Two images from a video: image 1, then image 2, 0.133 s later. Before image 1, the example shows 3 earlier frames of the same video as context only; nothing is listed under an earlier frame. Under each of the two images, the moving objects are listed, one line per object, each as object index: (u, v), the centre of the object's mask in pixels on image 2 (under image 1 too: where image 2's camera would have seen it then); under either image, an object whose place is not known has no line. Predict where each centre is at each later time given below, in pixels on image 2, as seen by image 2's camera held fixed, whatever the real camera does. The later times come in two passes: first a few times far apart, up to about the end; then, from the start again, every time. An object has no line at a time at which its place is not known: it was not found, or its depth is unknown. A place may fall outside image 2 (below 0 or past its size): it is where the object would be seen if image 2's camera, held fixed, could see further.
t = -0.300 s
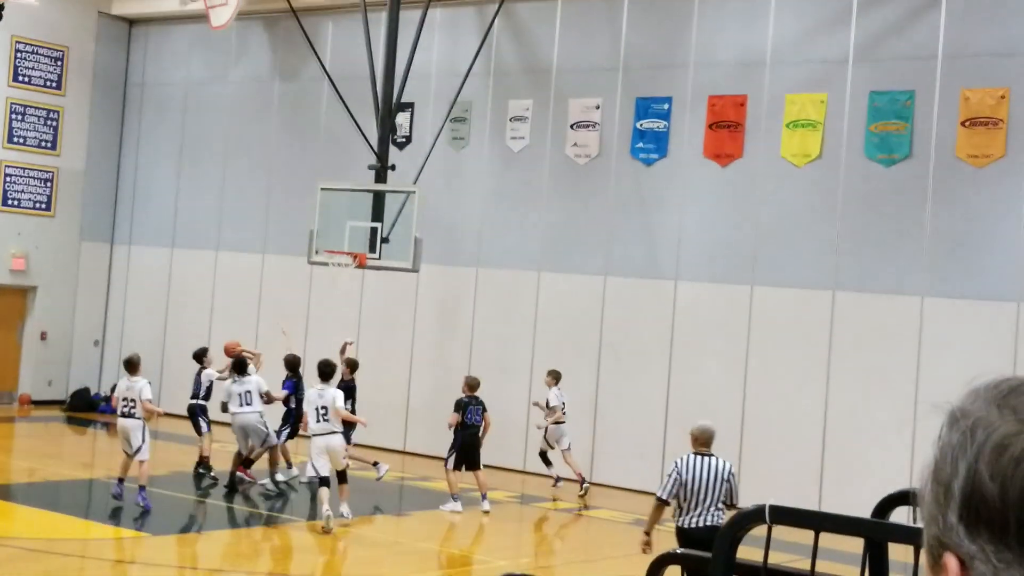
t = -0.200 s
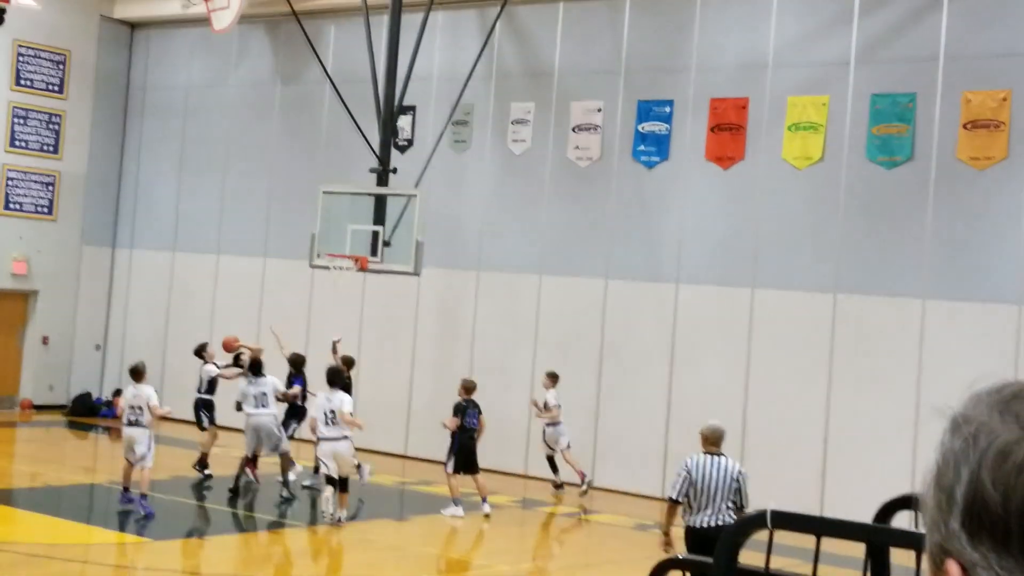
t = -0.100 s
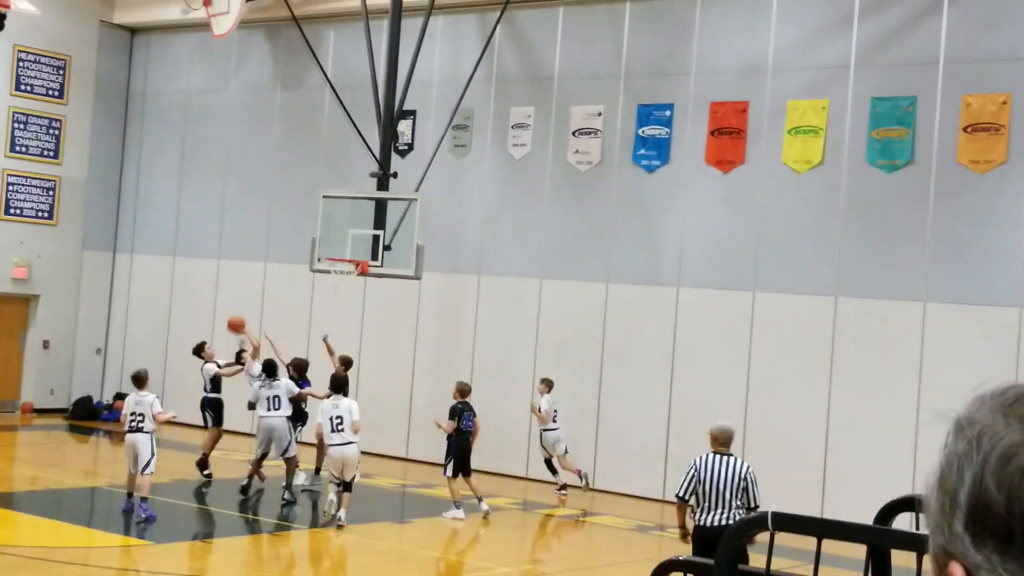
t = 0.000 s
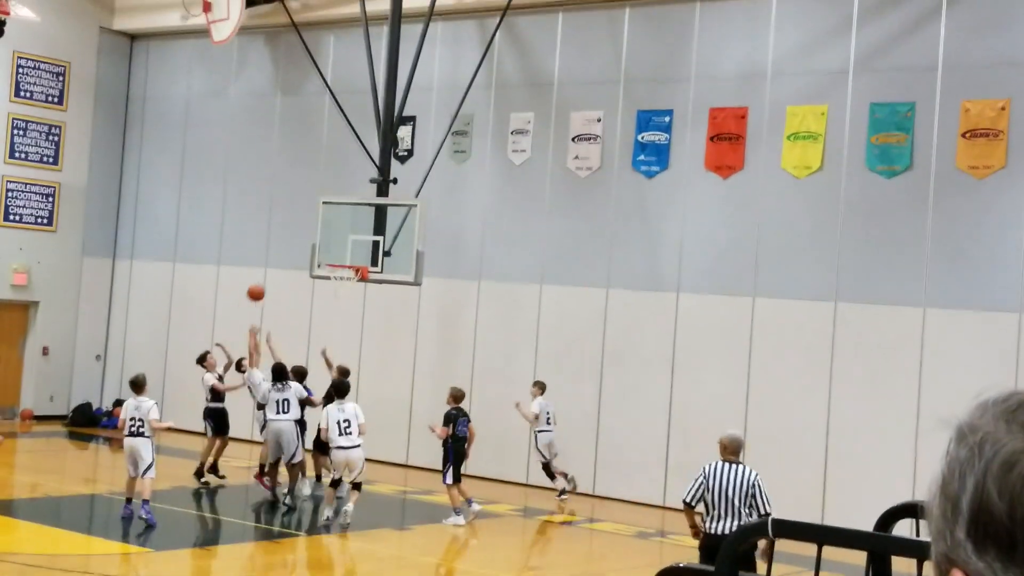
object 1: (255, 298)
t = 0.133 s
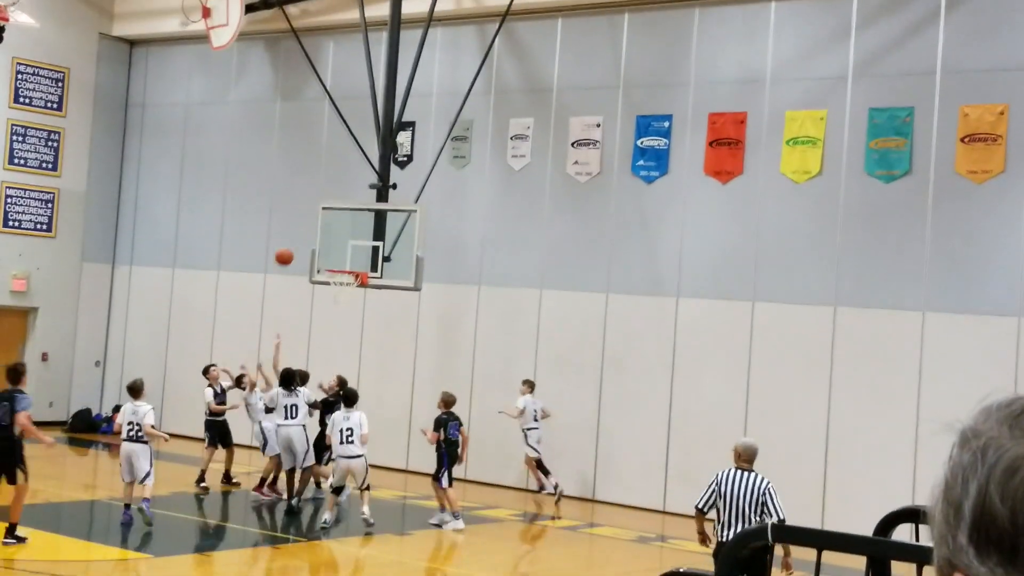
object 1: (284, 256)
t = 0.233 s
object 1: (305, 235)
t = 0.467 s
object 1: (351, 211)
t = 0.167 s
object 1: (291, 249)
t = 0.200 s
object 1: (298, 241)
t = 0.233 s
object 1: (305, 235)
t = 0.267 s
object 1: (312, 229)
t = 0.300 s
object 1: (319, 224)
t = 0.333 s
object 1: (325, 220)
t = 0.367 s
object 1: (332, 216)
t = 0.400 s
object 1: (338, 214)
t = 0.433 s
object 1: (345, 212)
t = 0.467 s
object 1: (351, 211)
